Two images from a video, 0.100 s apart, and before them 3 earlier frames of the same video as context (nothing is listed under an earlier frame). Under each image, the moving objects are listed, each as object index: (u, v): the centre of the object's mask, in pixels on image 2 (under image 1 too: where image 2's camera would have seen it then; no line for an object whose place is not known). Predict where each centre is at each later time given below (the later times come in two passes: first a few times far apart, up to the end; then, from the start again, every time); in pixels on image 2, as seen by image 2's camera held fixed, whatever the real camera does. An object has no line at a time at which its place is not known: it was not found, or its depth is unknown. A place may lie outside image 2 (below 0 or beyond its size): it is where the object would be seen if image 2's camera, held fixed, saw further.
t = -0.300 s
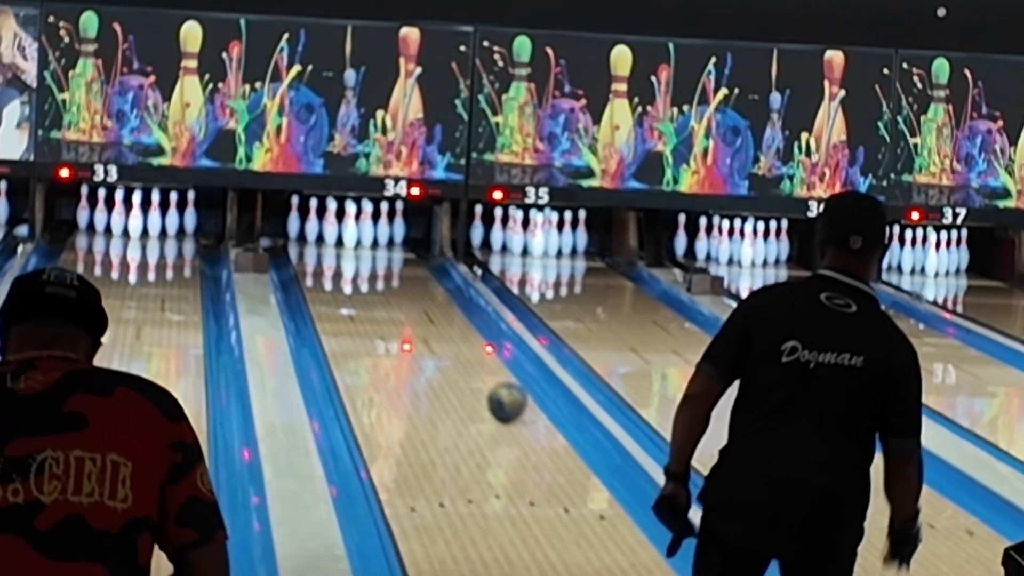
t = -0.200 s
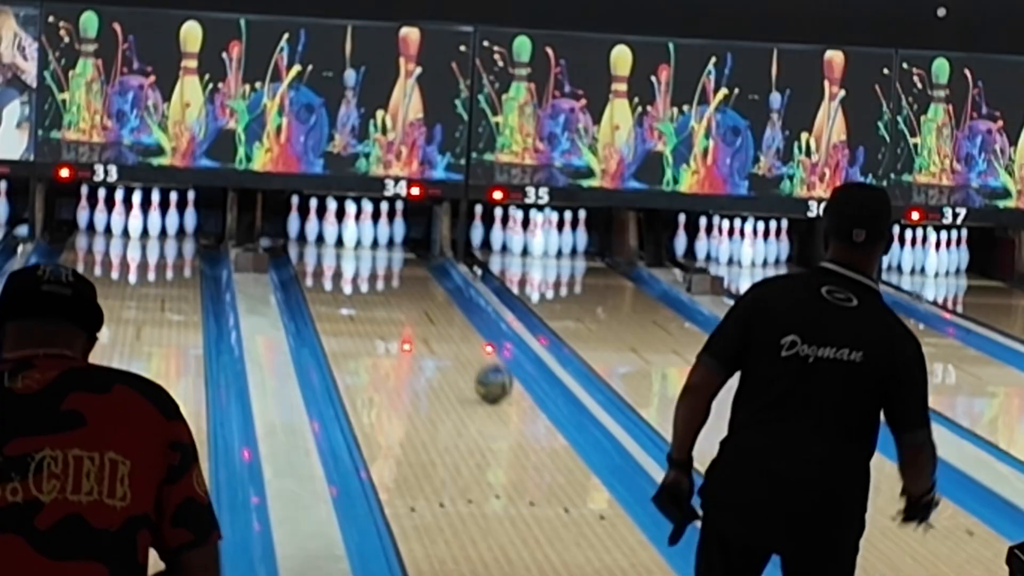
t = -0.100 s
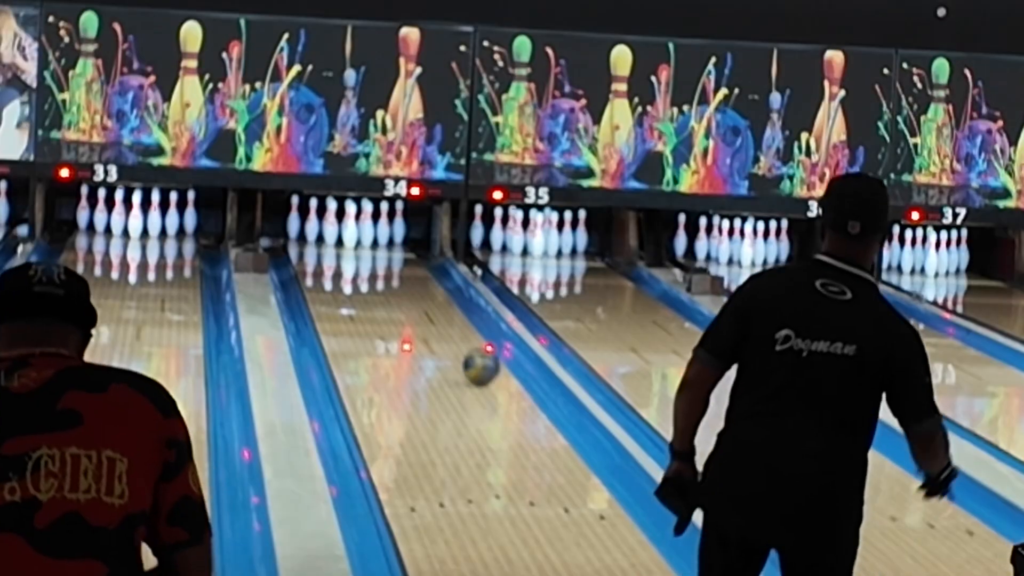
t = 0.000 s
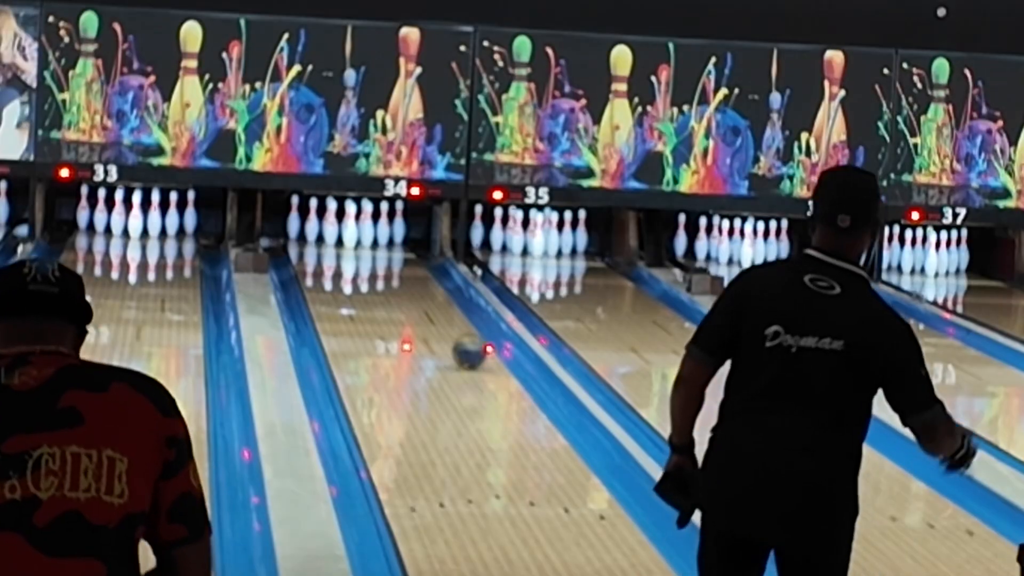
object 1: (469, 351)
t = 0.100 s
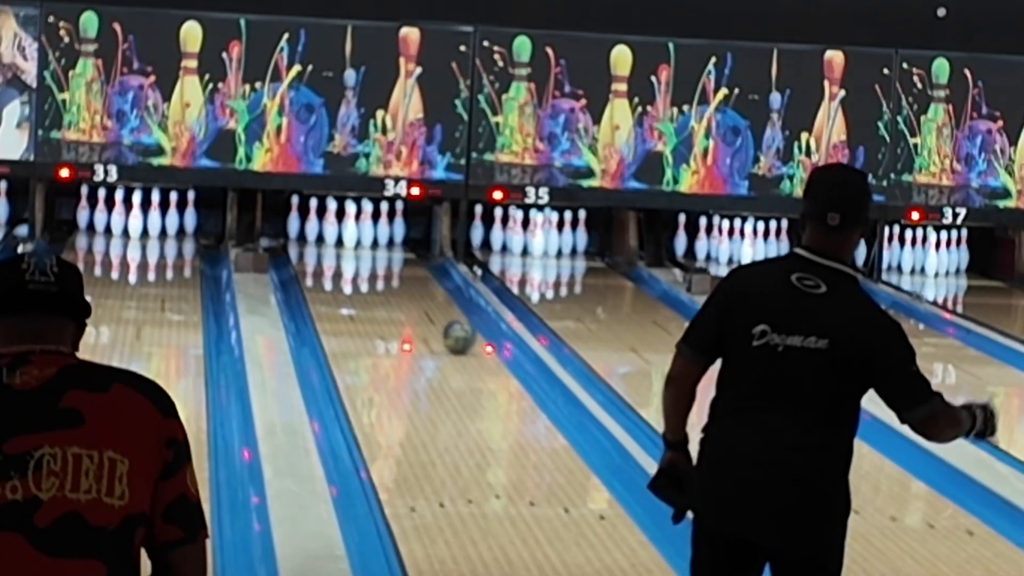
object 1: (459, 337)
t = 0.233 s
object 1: (445, 321)
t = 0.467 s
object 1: (424, 294)
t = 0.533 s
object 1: (419, 287)
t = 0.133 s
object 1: (455, 333)
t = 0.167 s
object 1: (452, 329)
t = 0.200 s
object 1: (449, 325)
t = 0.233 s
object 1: (445, 321)
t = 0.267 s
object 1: (442, 317)
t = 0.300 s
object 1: (440, 312)
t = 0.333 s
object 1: (436, 308)
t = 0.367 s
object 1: (432, 304)
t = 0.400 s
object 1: (430, 302)
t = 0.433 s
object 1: (427, 298)
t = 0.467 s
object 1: (424, 294)
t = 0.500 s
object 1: (422, 291)
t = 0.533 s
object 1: (419, 287)
